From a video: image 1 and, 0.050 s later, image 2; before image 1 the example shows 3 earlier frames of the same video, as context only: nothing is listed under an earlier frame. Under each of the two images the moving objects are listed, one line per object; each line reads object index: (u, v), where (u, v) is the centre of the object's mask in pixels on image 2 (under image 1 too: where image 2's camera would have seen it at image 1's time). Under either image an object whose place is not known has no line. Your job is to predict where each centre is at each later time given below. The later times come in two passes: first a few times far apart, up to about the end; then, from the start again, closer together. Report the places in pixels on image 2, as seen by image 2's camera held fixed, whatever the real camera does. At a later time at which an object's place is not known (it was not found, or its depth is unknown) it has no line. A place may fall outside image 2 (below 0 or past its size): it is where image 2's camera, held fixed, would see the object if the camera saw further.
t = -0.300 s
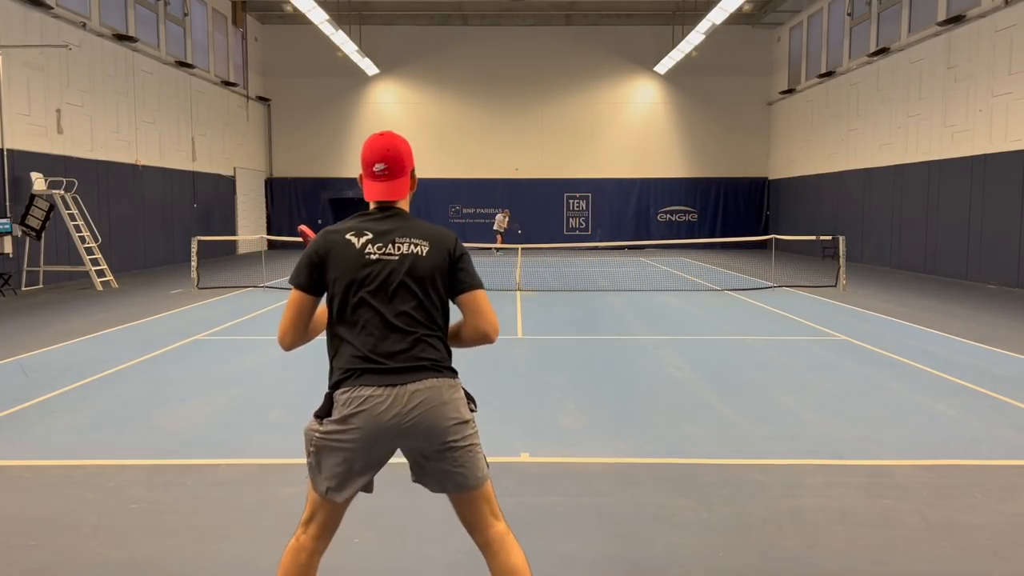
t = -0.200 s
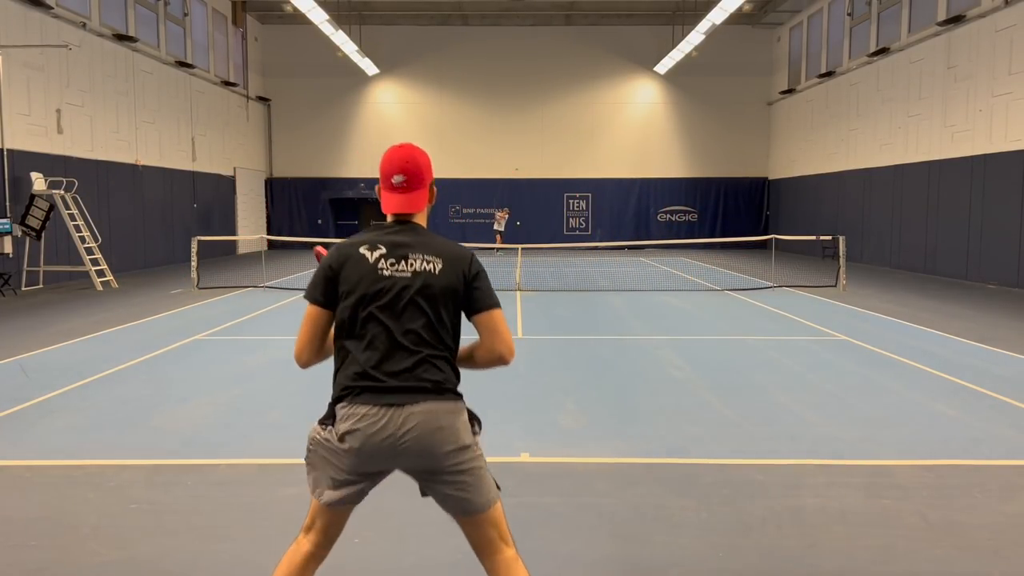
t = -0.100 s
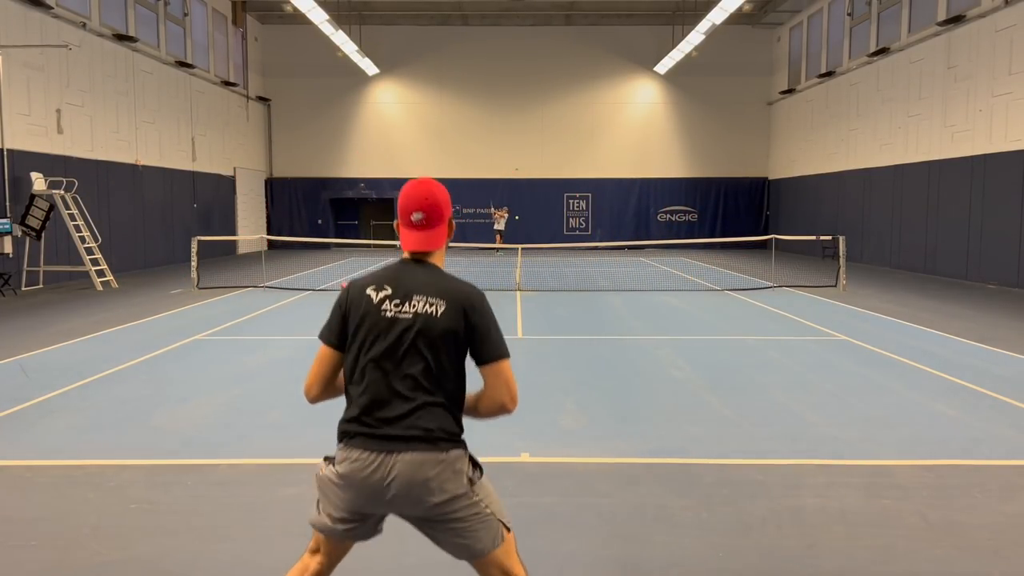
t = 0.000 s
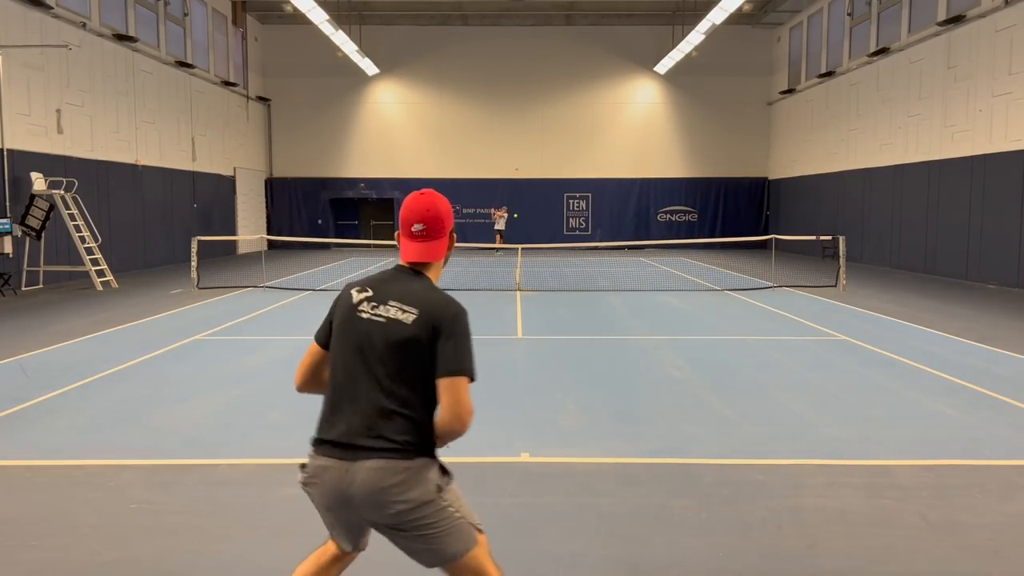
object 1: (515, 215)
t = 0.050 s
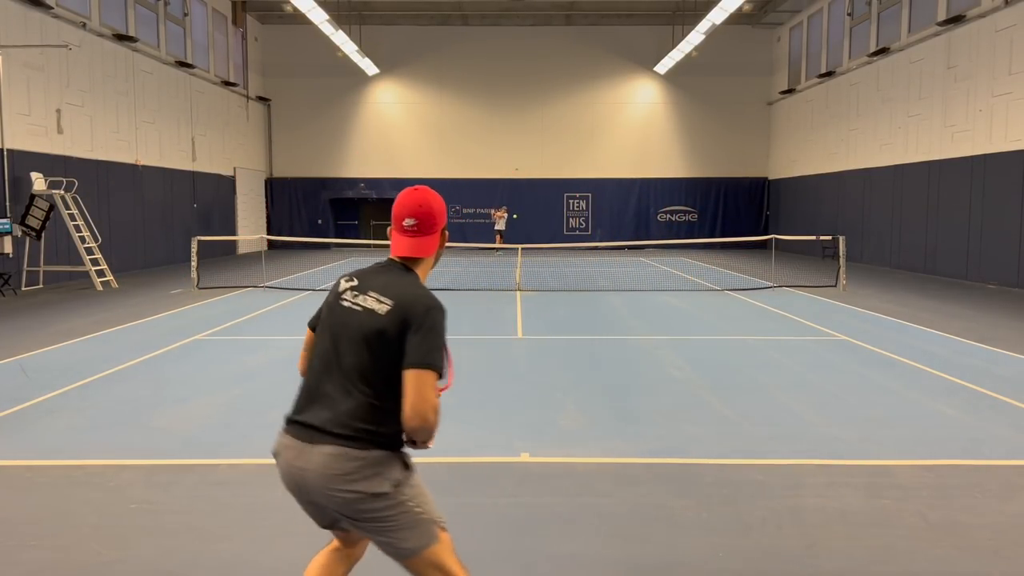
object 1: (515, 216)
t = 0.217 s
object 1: (512, 232)
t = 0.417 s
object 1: (511, 293)
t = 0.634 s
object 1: (507, 360)
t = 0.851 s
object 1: (499, 400)
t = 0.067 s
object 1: (514, 217)
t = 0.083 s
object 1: (514, 218)
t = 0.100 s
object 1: (514, 219)
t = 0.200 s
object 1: (513, 229)
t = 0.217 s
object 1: (512, 232)
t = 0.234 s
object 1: (512, 234)
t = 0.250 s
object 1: (512, 238)
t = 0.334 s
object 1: (512, 259)
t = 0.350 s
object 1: (511, 265)
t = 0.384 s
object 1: (511, 278)
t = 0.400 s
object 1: (511, 285)
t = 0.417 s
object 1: (511, 293)
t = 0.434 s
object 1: (510, 301)
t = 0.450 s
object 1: (510, 310)
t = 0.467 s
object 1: (510, 320)
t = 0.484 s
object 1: (510, 332)
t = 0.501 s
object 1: (510, 344)
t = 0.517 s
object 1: (509, 357)
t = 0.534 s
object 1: (509, 370)
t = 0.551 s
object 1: (509, 368)
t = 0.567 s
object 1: (508, 366)
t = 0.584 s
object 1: (508, 364)
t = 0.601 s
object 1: (508, 362)
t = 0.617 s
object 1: (507, 361)
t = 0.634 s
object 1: (507, 360)
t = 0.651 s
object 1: (506, 359)
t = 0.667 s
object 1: (506, 359)
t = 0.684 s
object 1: (506, 359)
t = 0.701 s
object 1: (505, 359)
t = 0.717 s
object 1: (505, 361)
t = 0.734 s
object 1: (504, 363)
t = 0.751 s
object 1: (503, 365)
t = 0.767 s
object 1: (503, 368)
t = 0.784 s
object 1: (502, 372)
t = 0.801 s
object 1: (501, 377)
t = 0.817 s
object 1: (500, 384)
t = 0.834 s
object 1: (500, 391)
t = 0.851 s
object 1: (499, 400)
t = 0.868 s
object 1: (498, 411)
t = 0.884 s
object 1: (497, 424)
